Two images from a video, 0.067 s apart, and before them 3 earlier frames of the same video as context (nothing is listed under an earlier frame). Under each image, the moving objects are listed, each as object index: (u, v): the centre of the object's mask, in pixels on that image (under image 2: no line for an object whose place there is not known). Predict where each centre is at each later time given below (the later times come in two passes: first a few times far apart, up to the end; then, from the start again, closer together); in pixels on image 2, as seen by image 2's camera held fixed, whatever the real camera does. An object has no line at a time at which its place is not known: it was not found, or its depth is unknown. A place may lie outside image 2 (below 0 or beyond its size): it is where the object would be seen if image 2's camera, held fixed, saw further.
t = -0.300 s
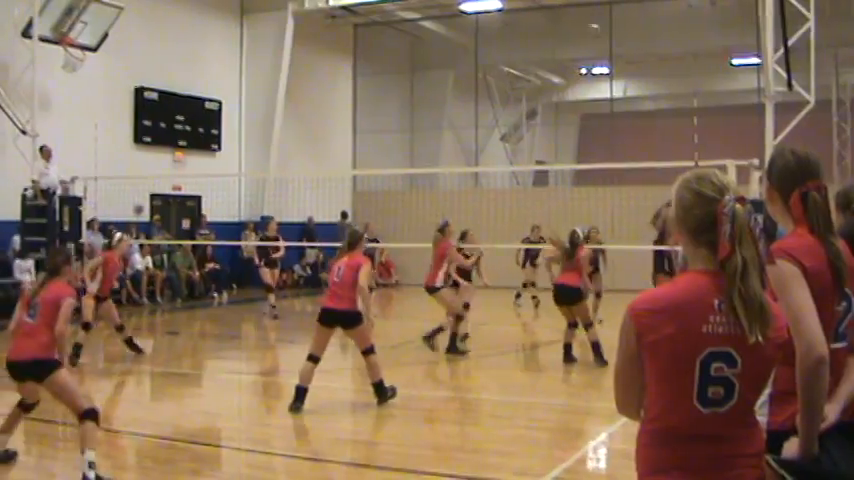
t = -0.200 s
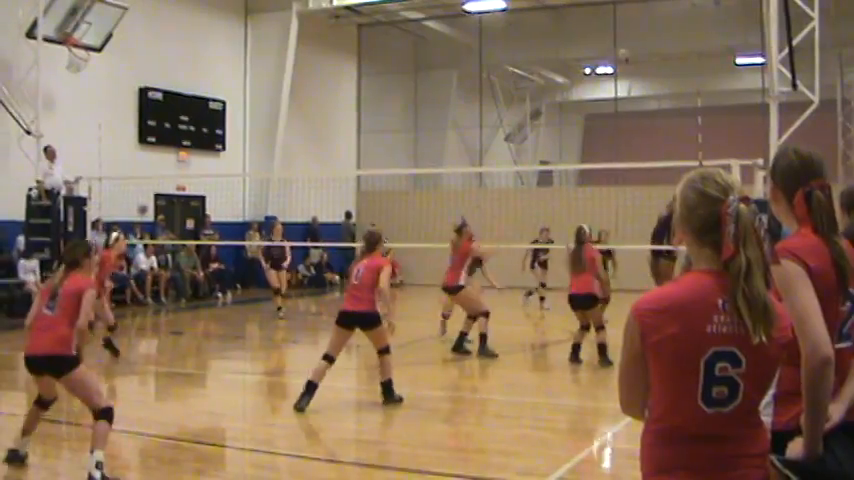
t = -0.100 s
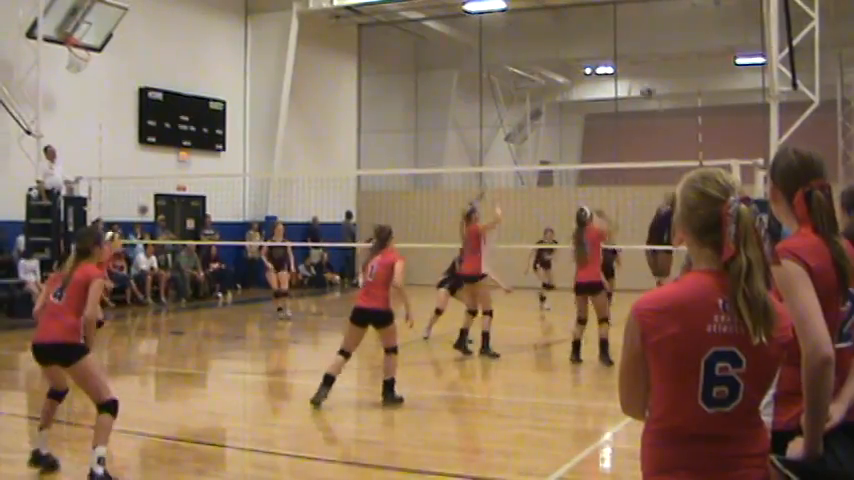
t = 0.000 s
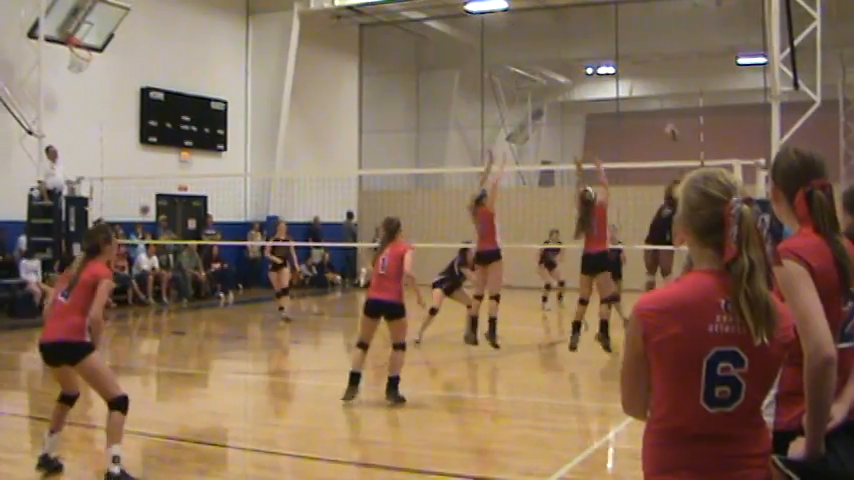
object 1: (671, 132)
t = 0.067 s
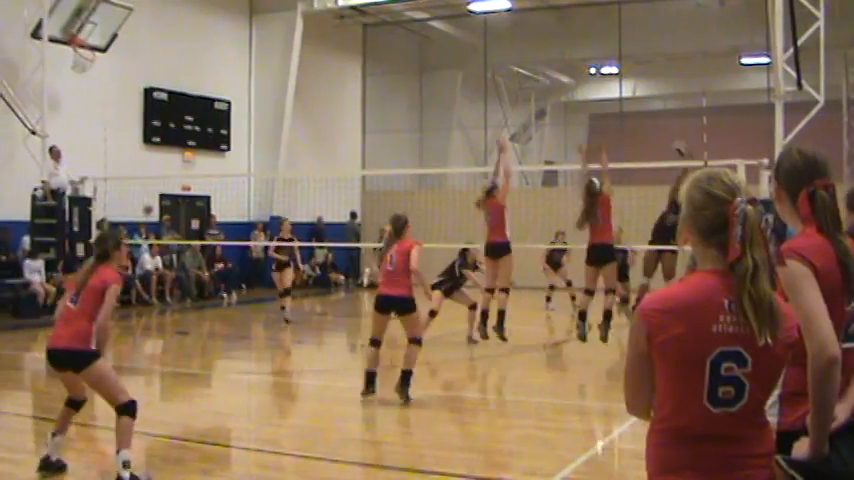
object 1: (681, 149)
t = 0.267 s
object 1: (583, 93)
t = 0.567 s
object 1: (372, 56)
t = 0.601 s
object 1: (342, 58)
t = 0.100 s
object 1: (664, 137)
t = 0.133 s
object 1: (649, 127)
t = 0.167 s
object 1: (634, 114)
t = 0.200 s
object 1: (617, 105)
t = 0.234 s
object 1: (601, 98)
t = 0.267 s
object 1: (583, 93)
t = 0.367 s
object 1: (523, 69)
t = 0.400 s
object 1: (500, 66)
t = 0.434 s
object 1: (476, 56)
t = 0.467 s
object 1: (452, 57)
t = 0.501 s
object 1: (427, 54)
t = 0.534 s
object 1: (400, 54)
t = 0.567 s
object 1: (372, 56)
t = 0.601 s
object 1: (342, 58)
